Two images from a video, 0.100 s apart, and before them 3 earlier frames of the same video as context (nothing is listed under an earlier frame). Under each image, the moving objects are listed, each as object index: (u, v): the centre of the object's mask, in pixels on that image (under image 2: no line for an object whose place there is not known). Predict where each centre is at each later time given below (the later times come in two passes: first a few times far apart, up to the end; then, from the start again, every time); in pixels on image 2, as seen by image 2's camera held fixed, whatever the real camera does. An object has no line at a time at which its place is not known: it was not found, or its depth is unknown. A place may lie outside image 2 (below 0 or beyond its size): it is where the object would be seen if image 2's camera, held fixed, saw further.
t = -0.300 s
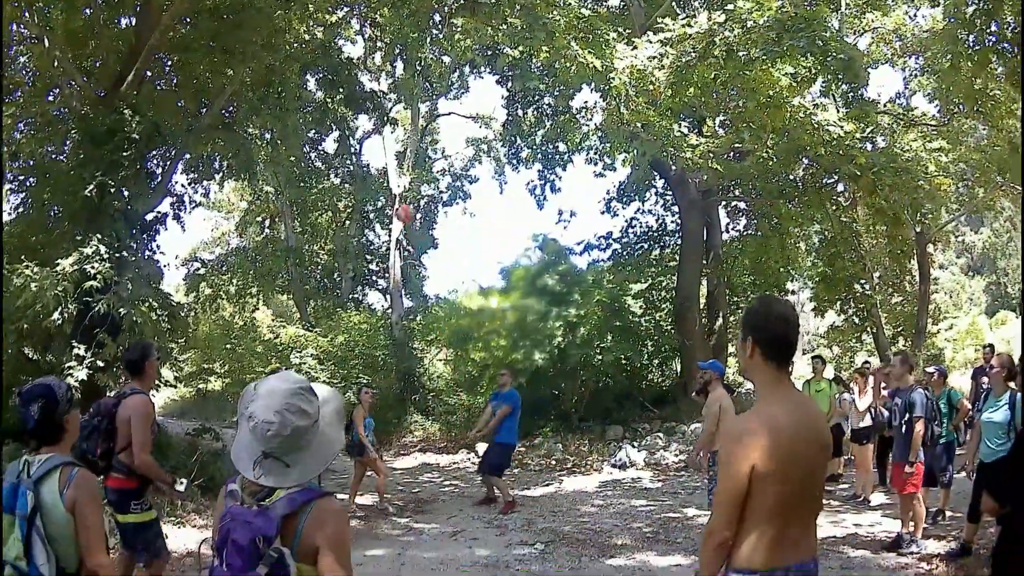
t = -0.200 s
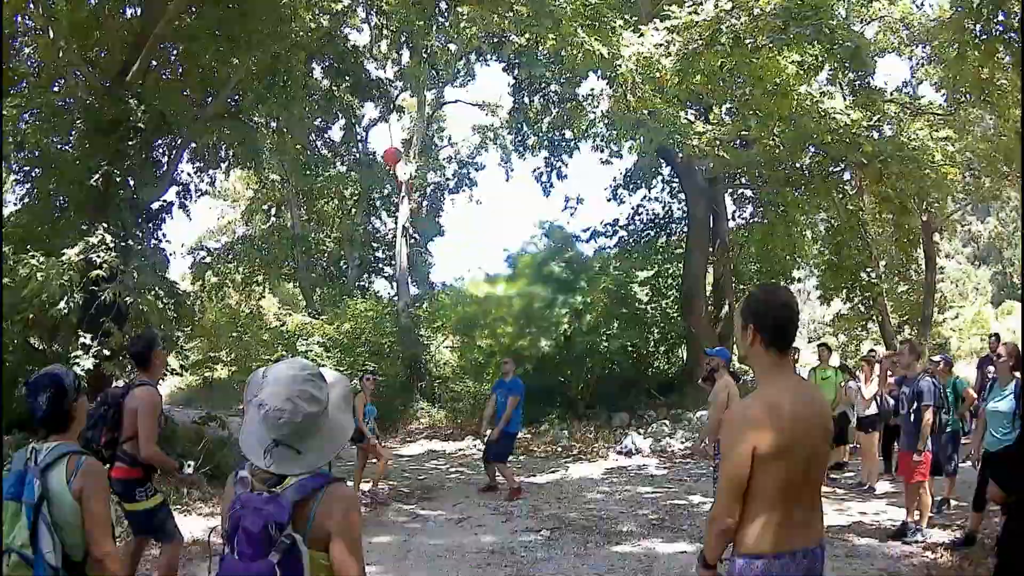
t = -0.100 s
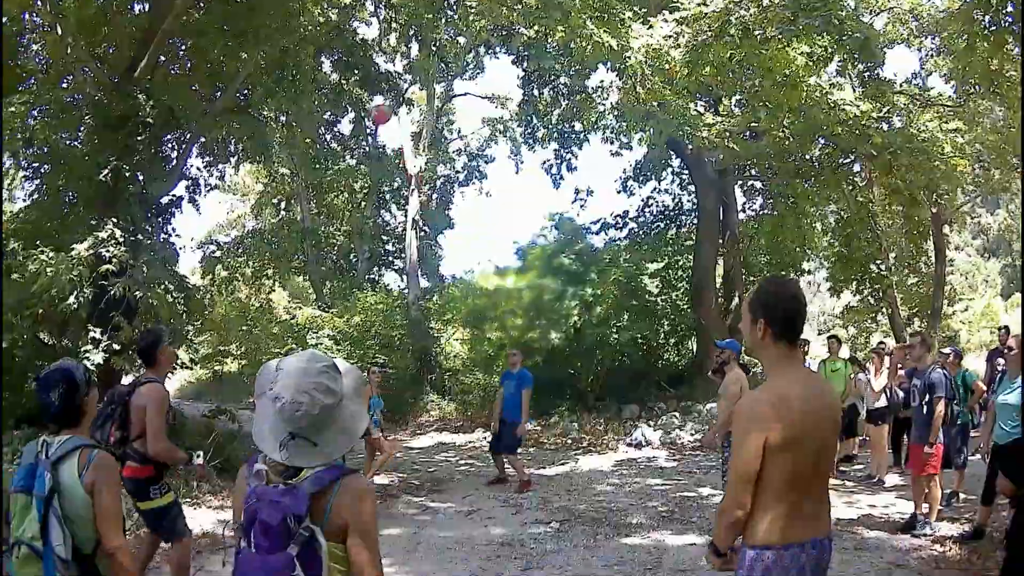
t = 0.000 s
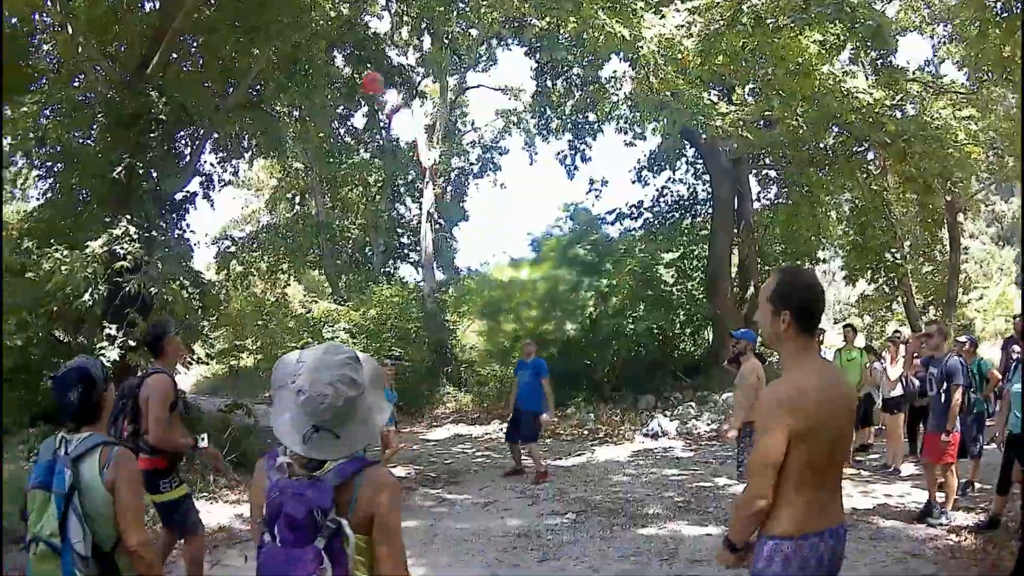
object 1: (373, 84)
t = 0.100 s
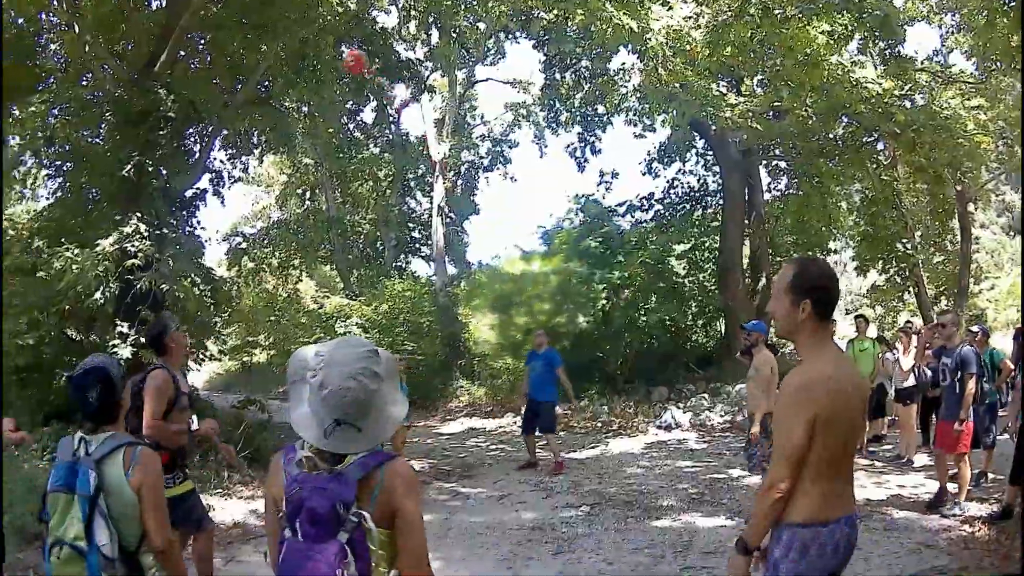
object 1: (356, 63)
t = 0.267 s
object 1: (305, 60)
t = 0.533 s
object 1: (199, 148)
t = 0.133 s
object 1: (347, 58)
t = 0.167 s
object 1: (337, 56)
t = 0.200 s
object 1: (327, 55)
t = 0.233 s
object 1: (316, 56)
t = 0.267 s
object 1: (305, 60)
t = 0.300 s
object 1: (294, 64)
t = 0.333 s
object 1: (282, 70)
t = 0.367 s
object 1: (270, 78)
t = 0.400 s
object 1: (257, 89)
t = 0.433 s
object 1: (244, 101)
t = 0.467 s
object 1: (231, 114)
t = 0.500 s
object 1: (217, 129)
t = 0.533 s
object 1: (199, 148)
